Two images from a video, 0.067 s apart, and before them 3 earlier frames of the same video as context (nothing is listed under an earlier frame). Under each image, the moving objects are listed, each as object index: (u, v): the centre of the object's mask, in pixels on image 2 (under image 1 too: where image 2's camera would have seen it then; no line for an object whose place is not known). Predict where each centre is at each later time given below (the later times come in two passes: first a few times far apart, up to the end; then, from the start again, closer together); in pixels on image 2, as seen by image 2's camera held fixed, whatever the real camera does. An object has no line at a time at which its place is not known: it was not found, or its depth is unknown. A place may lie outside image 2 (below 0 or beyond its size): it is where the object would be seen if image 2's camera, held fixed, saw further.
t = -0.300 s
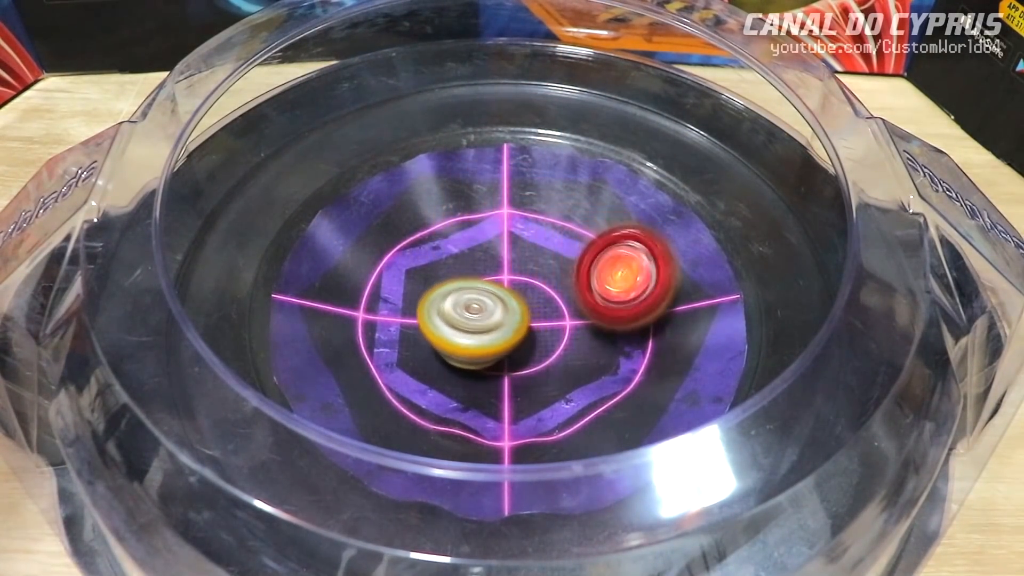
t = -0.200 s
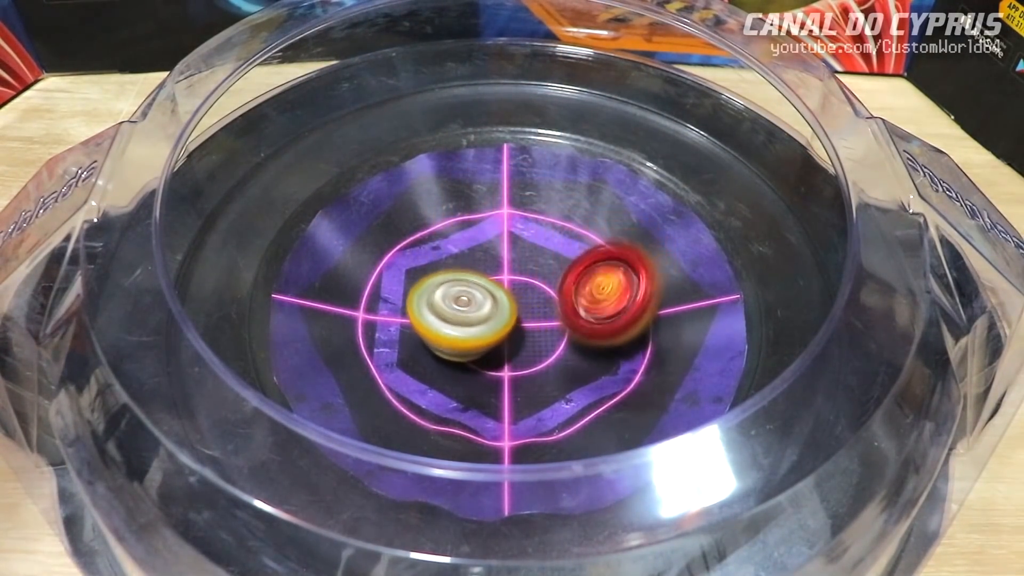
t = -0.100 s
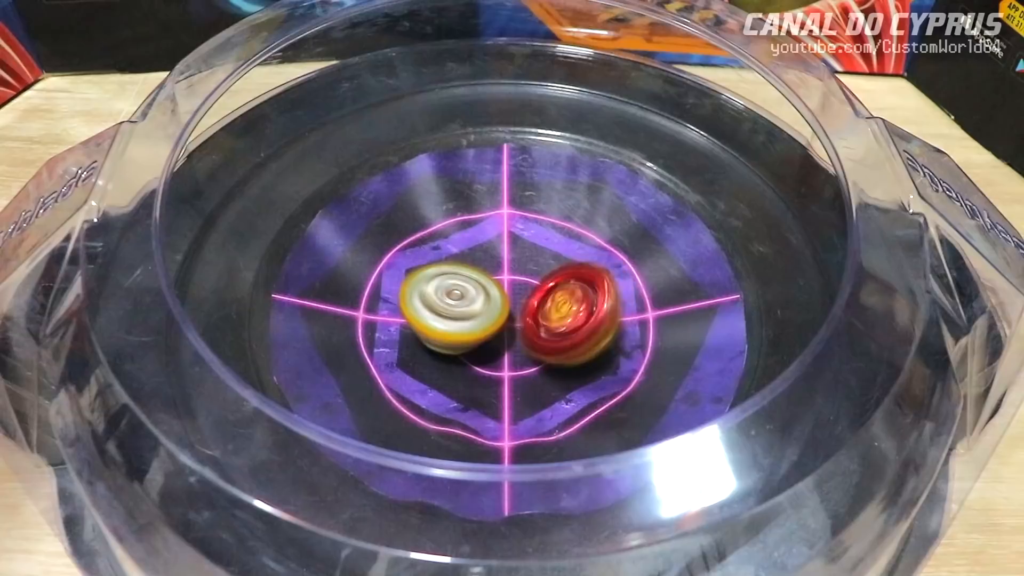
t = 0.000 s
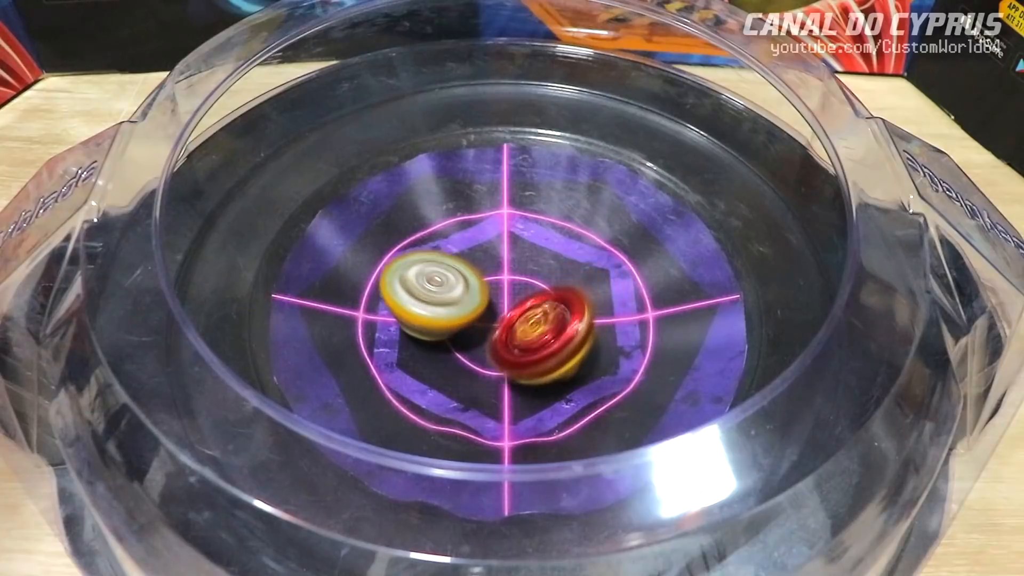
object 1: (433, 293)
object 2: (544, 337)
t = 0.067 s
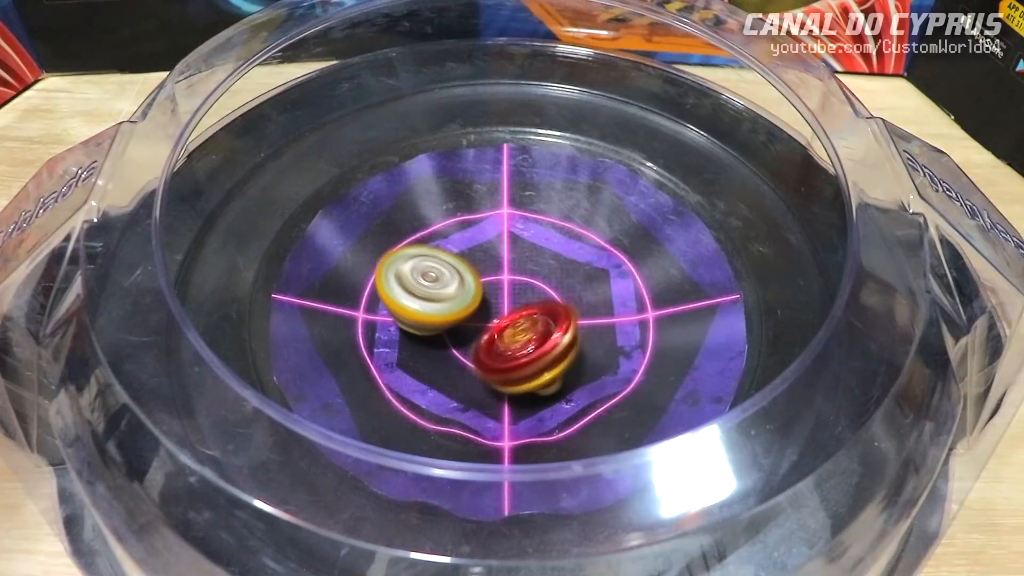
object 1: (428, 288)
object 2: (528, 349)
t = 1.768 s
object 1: (606, 289)
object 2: (490, 359)
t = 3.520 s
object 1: (498, 212)
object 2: (388, 265)
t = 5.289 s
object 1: (306, 234)
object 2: (576, 325)
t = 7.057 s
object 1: (466, 381)
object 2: (493, 297)
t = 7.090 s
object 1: (449, 379)
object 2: (502, 295)
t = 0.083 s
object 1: (427, 287)
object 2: (523, 351)
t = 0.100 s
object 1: (426, 286)
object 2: (519, 353)
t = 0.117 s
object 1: (426, 285)
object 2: (513, 354)
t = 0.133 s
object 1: (426, 285)
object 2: (508, 354)
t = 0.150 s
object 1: (426, 283)
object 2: (503, 356)
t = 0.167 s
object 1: (427, 284)
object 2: (498, 356)
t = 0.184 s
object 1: (428, 283)
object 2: (492, 356)
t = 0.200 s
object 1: (429, 282)
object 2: (486, 355)
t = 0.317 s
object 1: (433, 264)
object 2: (455, 359)
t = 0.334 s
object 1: (433, 262)
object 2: (451, 359)
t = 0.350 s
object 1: (433, 260)
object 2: (448, 358)
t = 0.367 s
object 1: (433, 257)
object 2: (444, 355)
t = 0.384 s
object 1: (433, 255)
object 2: (441, 354)
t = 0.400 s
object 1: (434, 253)
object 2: (439, 350)
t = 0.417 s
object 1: (433, 250)
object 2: (436, 348)
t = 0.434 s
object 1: (433, 249)
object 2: (434, 343)
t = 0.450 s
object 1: (434, 247)
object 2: (433, 340)
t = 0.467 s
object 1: (435, 246)
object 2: (431, 335)
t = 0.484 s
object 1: (436, 244)
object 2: (430, 331)
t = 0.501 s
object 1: (438, 242)
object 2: (429, 328)
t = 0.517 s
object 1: (440, 238)
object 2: (428, 323)
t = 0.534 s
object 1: (443, 235)
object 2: (425, 319)
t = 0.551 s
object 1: (446, 233)
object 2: (423, 318)
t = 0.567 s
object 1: (448, 230)
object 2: (422, 313)
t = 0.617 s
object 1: (456, 220)
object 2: (418, 301)
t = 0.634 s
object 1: (459, 217)
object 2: (418, 300)
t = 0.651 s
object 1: (462, 214)
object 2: (417, 294)
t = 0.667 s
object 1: (464, 210)
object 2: (417, 292)
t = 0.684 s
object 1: (467, 207)
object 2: (417, 288)
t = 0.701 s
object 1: (470, 205)
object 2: (419, 285)
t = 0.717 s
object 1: (472, 201)
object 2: (421, 281)
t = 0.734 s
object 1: (475, 199)
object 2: (423, 279)
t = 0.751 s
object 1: (479, 197)
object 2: (425, 275)
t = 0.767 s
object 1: (481, 194)
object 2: (428, 273)
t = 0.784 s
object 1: (485, 193)
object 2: (431, 269)
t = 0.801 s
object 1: (489, 191)
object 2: (434, 267)
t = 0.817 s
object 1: (492, 189)
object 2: (438, 265)
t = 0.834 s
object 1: (495, 188)
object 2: (442, 263)
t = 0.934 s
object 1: (520, 179)
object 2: (467, 257)
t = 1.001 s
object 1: (537, 175)
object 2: (494, 253)
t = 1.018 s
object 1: (539, 174)
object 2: (501, 253)
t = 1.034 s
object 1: (545, 172)
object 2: (506, 253)
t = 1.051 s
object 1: (550, 170)
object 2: (511, 256)
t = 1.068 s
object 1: (554, 169)
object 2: (516, 256)
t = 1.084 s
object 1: (558, 169)
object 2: (522, 259)
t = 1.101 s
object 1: (562, 167)
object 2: (529, 256)
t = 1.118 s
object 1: (565, 167)
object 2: (537, 258)
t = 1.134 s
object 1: (569, 167)
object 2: (543, 258)
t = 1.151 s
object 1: (573, 167)
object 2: (550, 260)
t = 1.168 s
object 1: (575, 167)
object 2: (555, 260)
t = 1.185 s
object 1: (579, 168)
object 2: (562, 261)
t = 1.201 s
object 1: (582, 168)
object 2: (565, 261)
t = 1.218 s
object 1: (584, 170)
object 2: (571, 263)
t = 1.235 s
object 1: (588, 171)
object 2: (572, 263)
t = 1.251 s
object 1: (590, 172)
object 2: (576, 265)
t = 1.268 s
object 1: (592, 174)
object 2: (577, 265)
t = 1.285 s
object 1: (595, 175)
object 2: (580, 268)
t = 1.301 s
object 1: (596, 178)
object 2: (580, 269)
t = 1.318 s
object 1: (599, 180)
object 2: (582, 271)
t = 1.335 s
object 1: (602, 182)
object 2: (581, 273)
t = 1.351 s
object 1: (603, 185)
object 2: (582, 274)
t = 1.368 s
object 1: (605, 188)
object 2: (581, 278)
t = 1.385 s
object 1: (607, 190)
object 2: (581, 280)
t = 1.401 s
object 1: (608, 194)
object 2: (578, 283)
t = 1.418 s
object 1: (610, 197)
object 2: (577, 285)
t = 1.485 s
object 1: (614, 210)
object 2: (564, 298)
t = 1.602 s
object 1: (618, 240)
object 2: (535, 326)
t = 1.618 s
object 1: (617, 244)
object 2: (531, 334)
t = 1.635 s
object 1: (617, 249)
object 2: (526, 341)
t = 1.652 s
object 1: (617, 254)
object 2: (520, 345)
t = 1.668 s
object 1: (616, 259)
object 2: (517, 349)
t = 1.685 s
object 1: (614, 264)
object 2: (512, 352)
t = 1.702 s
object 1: (613, 268)
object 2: (508, 354)
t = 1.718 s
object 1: (612, 273)
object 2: (503, 357)
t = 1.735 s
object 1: (611, 279)
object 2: (500, 357)
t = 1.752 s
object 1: (609, 283)
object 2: (495, 359)
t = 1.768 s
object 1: (606, 289)
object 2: (490, 359)
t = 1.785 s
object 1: (604, 294)
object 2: (485, 358)
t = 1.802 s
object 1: (602, 298)
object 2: (481, 360)
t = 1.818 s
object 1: (599, 303)
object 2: (476, 359)
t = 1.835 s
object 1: (596, 307)
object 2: (472, 359)
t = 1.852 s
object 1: (594, 311)
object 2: (469, 356)
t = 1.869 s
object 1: (591, 316)
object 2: (465, 355)
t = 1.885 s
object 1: (588, 320)
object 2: (463, 352)
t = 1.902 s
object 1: (585, 324)
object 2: (460, 348)
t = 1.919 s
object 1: (583, 329)
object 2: (458, 347)
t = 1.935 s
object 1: (580, 333)
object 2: (455, 342)
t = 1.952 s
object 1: (576, 337)
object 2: (453, 340)
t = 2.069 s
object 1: (555, 362)
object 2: (442, 305)
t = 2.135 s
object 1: (540, 373)
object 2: (433, 277)
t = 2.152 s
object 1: (536, 376)
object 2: (432, 272)
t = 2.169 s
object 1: (531, 378)
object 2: (431, 266)
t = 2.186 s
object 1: (527, 380)
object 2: (431, 262)
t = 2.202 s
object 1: (523, 382)
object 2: (432, 257)
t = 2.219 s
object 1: (518, 384)
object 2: (433, 253)
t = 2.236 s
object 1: (513, 385)
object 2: (435, 247)
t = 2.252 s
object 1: (509, 386)
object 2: (436, 241)
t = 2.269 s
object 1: (504, 387)
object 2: (438, 238)
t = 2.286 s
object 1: (499, 388)
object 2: (440, 233)
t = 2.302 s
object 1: (493, 389)
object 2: (443, 230)
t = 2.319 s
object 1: (489, 389)
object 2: (446, 227)
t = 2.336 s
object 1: (485, 389)
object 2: (450, 224)
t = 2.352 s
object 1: (480, 389)
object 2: (455, 224)
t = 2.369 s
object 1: (476, 388)
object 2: (459, 218)
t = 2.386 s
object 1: (470, 388)
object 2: (465, 218)
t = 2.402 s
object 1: (466, 387)
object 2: (470, 217)
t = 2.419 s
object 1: (462, 386)
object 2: (476, 215)
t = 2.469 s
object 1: (448, 383)
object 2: (494, 217)
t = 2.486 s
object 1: (444, 381)
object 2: (499, 215)
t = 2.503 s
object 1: (441, 380)
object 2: (509, 212)
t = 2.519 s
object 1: (436, 378)
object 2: (515, 214)
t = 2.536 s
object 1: (433, 376)
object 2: (523, 214)
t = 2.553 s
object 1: (429, 374)
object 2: (530, 217)
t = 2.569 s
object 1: (425, 372)
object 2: (536, 218)
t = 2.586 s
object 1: (422, 370)
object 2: (543, 219)
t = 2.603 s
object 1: (418, 367)
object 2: (547, 224)
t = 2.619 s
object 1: (416, 365)
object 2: (552, 225)
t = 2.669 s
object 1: (407, 356)
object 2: (569, 234)
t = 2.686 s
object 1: (404, 352)
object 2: (573, 240)
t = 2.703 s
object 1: (403, 349)
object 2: (577, 243)
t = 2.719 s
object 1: (401, 346)
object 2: (581, 249)
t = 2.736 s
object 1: (399, 342)
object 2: (584, 253)
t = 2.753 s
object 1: (398, 339)
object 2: (588, 257)
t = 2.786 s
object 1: (396, 332)
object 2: (595, 267)
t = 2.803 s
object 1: (395, 328)
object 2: (599, 274)
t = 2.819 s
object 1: (394, 325)
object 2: (602, 281)
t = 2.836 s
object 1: (395, 321)
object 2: (605, 285)
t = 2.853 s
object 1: (395, 317)
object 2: (605, 293)
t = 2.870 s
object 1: (395, 313)
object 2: (606, 298)
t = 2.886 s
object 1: (396, 309)
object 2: (605, 302)
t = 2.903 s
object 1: (396, 305)
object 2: (603, 308)
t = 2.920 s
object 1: (398, 302)
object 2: (602, 312)
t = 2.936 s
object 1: (398, 297)
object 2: (599, 320)
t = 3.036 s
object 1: (406, 274)
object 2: (572, 355)
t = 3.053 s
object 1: (407, 270)
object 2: (567, 359)
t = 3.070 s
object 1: (409, 267)
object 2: (559, 363)
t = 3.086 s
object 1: (411, 264)
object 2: (552, 367)
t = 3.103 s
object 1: (412, 260)
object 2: (546, 368)
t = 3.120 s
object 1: (415, 257)
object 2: (538, 370)
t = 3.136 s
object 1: (417, 253)
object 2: (530, 371)
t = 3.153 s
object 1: (420, 250)
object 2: (521, 370)
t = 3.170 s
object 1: (423, 247)
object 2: (511, 373)
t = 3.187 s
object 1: (425, 244)
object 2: (501, 371)
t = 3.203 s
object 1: (428, 241)
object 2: (489, 371)
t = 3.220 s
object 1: (431, 238)
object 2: (479, 372)
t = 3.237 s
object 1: (434, 236)
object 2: (470, 369)
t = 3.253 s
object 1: (438, 233)
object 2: (462, 367)
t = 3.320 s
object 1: (452, 225)
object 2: (430, 351)
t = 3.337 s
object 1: (455, 223)
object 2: (422, 343)
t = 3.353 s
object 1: (458, 221)
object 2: (414, 340)
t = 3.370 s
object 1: (462, 220)
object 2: (409, 335)
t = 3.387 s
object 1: (465, 217)
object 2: (404, 327)
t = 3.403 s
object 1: (470, 217)
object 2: (401, 321)
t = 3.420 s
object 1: (473, 215)
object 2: (398, 313)
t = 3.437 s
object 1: (477, 214)
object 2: (393, 304)
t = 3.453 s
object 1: (482, 213)
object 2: (390, 299)
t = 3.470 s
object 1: (485, 213)
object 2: (390, 289)
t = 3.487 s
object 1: (490, 213)
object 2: (388, 281)
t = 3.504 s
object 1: (494, 212)
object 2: (388, 274)
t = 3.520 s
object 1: (498, 212)
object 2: (388, 265)
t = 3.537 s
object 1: (503, 211)
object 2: (387, 256)
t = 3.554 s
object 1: (506, 211)
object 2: (390, 250)
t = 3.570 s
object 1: (512, 211)
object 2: (393, 243)
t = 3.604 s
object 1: (520, 212)
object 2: (400, 230)
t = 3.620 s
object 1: (524, 211)
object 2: (405, 225)
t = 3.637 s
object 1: (527, 212)
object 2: (409, 217)
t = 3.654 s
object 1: (532, 212)
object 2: (415, 213)
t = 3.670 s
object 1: (535, 212)
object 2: (422, 209)
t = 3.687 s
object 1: (539, 213)
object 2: (428, 201)
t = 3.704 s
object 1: (542, 213)
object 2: (435, 198)
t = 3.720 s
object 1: (545, 215)
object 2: (442, 196)
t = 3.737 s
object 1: (549, 215)
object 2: (449, 189)
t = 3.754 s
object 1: (551, 217)
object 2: (458, 187)
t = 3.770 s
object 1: (557, 221)
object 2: (465, 186)
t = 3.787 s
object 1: (563, 226)
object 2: (473, 179)
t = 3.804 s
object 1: (571, 233)
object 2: (479, 174)
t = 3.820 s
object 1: (579, 238)
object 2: (486, 167)
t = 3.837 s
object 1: (584, 245)
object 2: (495, 165)
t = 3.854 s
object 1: (591, 250)
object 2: (502, 162)
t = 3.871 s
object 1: (595, 255)
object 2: (510, 161)
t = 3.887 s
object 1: (601, 261)
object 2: (517, 163)
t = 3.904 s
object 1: (606, 265)
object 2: (523, 163)
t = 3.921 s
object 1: (611, 272)
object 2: (529, 166)
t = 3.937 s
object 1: (616, 276)
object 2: (536, 169)
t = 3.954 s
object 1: (620, 282)
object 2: (544, 169)
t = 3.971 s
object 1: (625, 287)
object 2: (552, 176)
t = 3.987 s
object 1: (628, 292)
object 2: (558, 182)
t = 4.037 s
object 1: (641, 307)
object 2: (572, 200)
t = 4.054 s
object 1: (644, 311)
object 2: (577, 208)
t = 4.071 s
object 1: (647, 316)
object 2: (583, 216)
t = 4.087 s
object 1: (651, 319)
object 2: (587, 226)
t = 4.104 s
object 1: (653, 324)
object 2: (590, 235)
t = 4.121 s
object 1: (657, 327)
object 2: (593, 244)
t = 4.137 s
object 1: (659, 331)
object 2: (596, 255)
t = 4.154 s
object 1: (663, 335)
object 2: (597, 266)
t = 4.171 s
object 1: (664, 339)
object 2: (596, 276)
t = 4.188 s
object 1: (668, 346)
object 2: (595, 285)
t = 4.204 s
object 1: (672, 353)
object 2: (594, 292)
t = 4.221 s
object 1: (677, 361)
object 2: (592, 300)
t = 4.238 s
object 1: (680, 367)
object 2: (589, 306)
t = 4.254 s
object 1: (683, 374)
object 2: (585, 315)
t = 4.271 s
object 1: (686, 378)
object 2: (580, 320)
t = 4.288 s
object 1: (687, 384)
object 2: (574, 326)
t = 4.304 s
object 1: (688, 386)
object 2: (567, 332)
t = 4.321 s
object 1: (687, 391)
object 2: (559, 335)
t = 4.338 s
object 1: (689, 392)
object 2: (550, 339)
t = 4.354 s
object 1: (687, 396)
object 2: (539, 345)
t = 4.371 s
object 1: (688, 397)
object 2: (529, 347)
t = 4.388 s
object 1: (685, 400)
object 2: (519, 349)
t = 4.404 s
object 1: (685, 400)
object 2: (509, 353)
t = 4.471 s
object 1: (671, 404)
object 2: (469, 353)
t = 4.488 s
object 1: (665, 404)
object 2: (458, 348)
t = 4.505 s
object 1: (660, 405)
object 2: (450, 345)
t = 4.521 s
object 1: (654, 404)
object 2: (441, 343)
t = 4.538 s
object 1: (648, 405)
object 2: (434, 339)
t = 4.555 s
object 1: (642, 404)
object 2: (428, 333)
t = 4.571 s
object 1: (636, 404)
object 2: (422, 327)
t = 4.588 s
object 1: (630, 403)
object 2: (416, 324)
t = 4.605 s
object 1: (622, 403)
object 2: (414, 319)
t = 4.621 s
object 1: (616, 402)
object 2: (411, 310)
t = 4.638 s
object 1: (607, 400)
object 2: (408, 304)
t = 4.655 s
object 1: (600, 398)
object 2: (407, 300)
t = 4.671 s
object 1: (591, 394)
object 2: (407, 293)
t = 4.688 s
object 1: (584, 392)
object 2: (406, 285)
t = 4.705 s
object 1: (575, 388)
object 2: (408, 280)
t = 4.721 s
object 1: (568, 386)
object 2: (411, 276)
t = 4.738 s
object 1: (558, 382)
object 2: (414, 269)
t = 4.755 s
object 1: (550, 379)
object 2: (417, 263)
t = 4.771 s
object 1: (539, 375)
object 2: (421, 260)
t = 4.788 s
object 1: (530, 372)
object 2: (427, 255)
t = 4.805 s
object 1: (519, 368)
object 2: (433, 249)
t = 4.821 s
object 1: (509, 364)
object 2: (439, 246)
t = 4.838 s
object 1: (499, 360)
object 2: (446, 245)
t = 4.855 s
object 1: (490, 355)
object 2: (454, 242)
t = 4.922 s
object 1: (450, 335)
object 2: (486, 235)
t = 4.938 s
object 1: (440, 329)
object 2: (495, 233)
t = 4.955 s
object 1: (432, 324)
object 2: (504, 233)
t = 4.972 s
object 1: (422, 318)
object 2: (512, 235)
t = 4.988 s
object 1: (413, 312)
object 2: (521, 235)
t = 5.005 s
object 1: (402, 306)
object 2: (528, 237)
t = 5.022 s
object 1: (395, 300)
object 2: (536, 241)
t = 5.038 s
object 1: (384, 294)
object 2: (542, 244)
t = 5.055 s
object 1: (377, 288)
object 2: (550, 246)
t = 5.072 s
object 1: (368, 283)
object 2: (556, 250)
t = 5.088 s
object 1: (361, 278)
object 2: (561, 256)
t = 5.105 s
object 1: (353, 273)
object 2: (567, 260)
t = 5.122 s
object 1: (347, 268)
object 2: (572, 265)
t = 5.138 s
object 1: (340, 264)
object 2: (575, 271)
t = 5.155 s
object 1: (335, 260)
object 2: (579, 277)
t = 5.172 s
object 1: (331, 256)
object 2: (581, 283)
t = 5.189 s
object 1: (326, 252)
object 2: (584, 288)
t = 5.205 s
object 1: (322, 249)
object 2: (585, 295)
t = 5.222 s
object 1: (318, 245)
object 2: (584, 301)
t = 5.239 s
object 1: (315, 242)
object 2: (584, 308)
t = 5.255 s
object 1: (311, 239)
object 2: (582, 313)
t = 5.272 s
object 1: (309, 237)
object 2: (579, 319)
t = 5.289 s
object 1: (306, 234)
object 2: (576, 325)
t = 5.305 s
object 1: (304, 233)
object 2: (572, 331)
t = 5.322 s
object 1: (301, 230)
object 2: (566, 335)
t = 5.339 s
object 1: (300, 229)
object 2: (561, 338)
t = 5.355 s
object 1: (298, 227)
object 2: (555, 343)
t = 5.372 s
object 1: (298, 227)
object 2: (547, 346)
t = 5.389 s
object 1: (297, 224)
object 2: (539, 347)
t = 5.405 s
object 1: (299, 224)
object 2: (531, 349)
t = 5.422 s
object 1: (299, 223)
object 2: (522, 349)
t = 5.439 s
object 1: (301, 223)
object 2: (513, 347)
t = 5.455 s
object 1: (303, 222)
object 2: (504, 345)
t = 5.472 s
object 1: (306, 222)
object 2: (496, 346)
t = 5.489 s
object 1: (308, 221)
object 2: (488, 342)
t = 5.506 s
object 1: (312, 221)
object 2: (480, 337)
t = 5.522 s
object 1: (316, 221)
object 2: (472, 332)
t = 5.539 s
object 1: (319, 220)
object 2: (464, 329)
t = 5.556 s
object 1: (324, 221)
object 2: (458, 324)
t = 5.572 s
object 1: (328, 219)
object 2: (454, 317)
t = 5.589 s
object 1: (334, 220)
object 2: (450, 310)
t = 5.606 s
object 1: (337, 218)
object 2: (445, 305)
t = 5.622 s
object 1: (344, 219)
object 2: (443, 300)
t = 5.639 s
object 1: (347, 218)
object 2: (442, 293)
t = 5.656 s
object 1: (354, 218)
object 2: (441, 286)
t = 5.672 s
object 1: (357, 218)
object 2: (440, 280)
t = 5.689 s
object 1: (363, 217)
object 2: (441, 276)
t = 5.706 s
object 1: (369, 216)
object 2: (444, 278)
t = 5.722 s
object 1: (376, 211)
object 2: (447, 280)
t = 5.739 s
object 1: (382, 208)
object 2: (449, 280)
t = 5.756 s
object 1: (390, 207)
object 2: (452, 278)
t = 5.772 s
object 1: (397, 204)
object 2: (456, 277)
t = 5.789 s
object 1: (405, 204)
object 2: (462, 276)
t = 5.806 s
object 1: (413, 202)
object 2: (471, 281)
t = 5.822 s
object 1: (421, 200)
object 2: (480, 288)
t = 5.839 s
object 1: (428, 199)
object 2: (487, 296)
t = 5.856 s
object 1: (436, 200)
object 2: (493, 302)
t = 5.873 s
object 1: (443, 199)
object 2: (500, 304)
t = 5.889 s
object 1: (452, 201)
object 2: (508, 306)
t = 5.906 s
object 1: (461, 203)
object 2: (517, 309)
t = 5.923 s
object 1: (470, 205)
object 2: (526, 314)
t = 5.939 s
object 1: (480, 208)
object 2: (532, 319)
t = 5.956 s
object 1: (489, 211)
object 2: (537, 323)
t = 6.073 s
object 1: (558, 240)
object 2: (556, 339)
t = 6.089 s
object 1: (569, 244)
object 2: (557, 340)
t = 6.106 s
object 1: (579, 248)
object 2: (558, 341)
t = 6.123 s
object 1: (591, 252)
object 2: (558, 343)
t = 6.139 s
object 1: (601, 257)
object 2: (557, 344)
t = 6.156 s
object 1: (612, 260)
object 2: (553, 344)
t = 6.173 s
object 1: (625, 261)
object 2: (545, 347)
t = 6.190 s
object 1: (639, 261)
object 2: (538, 348)
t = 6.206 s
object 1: (653, 260)
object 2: (532, 347)
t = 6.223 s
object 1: (667, 261)
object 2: (526, 347)
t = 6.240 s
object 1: (679, 261)
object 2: (520, 347)
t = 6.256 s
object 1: (691, 262)
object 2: (515, 347)
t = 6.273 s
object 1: (701, 263)
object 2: (511, 346)
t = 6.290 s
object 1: (711, 263)
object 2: (505, 347)
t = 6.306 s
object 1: (720, 264)
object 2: (498, 347)
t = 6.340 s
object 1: (736, 267)
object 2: (487, 348)
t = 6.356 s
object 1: (742, 268)
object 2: (484, 349)
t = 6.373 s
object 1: (745, 270)
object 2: (482, 350)
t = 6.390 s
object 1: (747, 271)
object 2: (481, 350)
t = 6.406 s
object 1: (747, 273)
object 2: (480, 351)
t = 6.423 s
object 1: (746, 274)
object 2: (479, 352)
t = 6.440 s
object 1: (744, 275)
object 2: (478, 352)
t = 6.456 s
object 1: (740, 278)
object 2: (478, 352)
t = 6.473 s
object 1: (736, 280)
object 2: (478, 352)
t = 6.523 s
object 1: (721, 288)
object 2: (479, 351)
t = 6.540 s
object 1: (714, 292)
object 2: (480, 351)
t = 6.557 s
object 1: (707, 294)
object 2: (481, 350)
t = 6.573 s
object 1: (699, 298)
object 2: (483, 349)
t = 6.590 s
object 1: (689, 302)
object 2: (484, 349)
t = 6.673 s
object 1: (640, 319)
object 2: (500, 341)
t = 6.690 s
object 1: (629, 322)
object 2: (504, 341)
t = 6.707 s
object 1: (617, 327)
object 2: (508, 340)
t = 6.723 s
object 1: (613, 330)
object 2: (505, 339)
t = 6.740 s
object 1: (609, 335)
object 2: (498, 338)
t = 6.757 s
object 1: (606, 338)
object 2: (493, 336)
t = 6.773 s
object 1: (601, 342)
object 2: (488, 336)
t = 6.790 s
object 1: (594, 346)
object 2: (483, 336)
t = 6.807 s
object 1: (588, 348)
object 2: (479, 336)
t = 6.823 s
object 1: (581, 351)
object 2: (478, 335)
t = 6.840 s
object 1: (573, 353)
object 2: (477, 336)
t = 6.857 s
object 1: (566, 355)
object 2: (477, 335)
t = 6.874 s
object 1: (559, 358)
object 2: (476, 333)
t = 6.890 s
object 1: (550, 363)
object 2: (471, 327)
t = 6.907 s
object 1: (545, 368)
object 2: (470, 322)
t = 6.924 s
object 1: (539, 372)
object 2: (469, 317)
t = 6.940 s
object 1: (530, 375)
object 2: (470, 312)
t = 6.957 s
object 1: (520, 379)
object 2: (473, 309)
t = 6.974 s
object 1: (512, 380)
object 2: (476, 306)
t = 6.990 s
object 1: (502, 382)
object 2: (479, 304)
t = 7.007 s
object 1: (492, 382)
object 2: (482, 302)
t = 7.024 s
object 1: (485, 383)
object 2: (486, 301)
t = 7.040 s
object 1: (476, 383)
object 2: (489, 299)
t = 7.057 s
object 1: (466, 381)
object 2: (493, 297)
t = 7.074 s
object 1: (457, 381)
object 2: (498, 296)
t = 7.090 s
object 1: (449, 379)
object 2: (502, 295)
